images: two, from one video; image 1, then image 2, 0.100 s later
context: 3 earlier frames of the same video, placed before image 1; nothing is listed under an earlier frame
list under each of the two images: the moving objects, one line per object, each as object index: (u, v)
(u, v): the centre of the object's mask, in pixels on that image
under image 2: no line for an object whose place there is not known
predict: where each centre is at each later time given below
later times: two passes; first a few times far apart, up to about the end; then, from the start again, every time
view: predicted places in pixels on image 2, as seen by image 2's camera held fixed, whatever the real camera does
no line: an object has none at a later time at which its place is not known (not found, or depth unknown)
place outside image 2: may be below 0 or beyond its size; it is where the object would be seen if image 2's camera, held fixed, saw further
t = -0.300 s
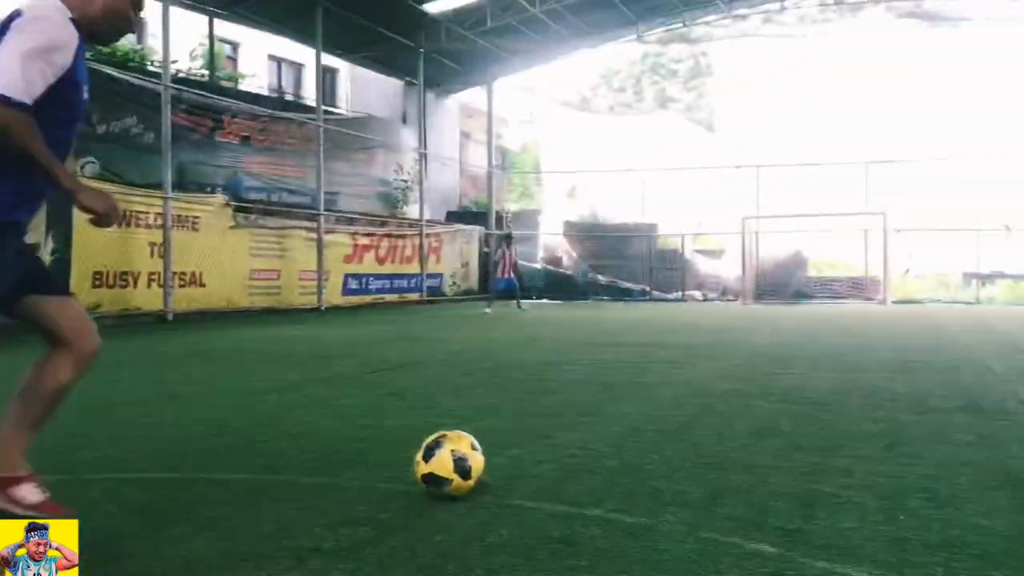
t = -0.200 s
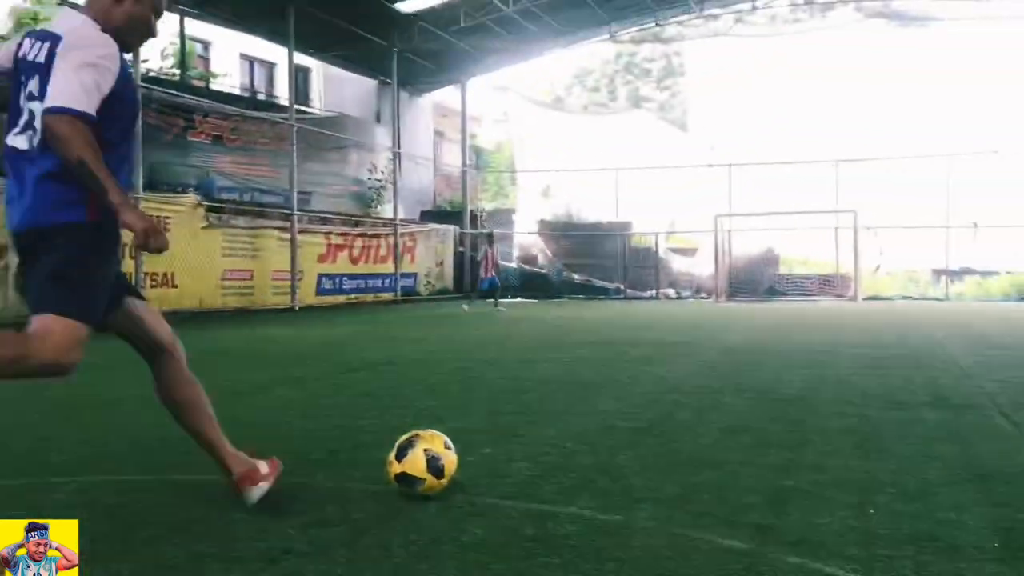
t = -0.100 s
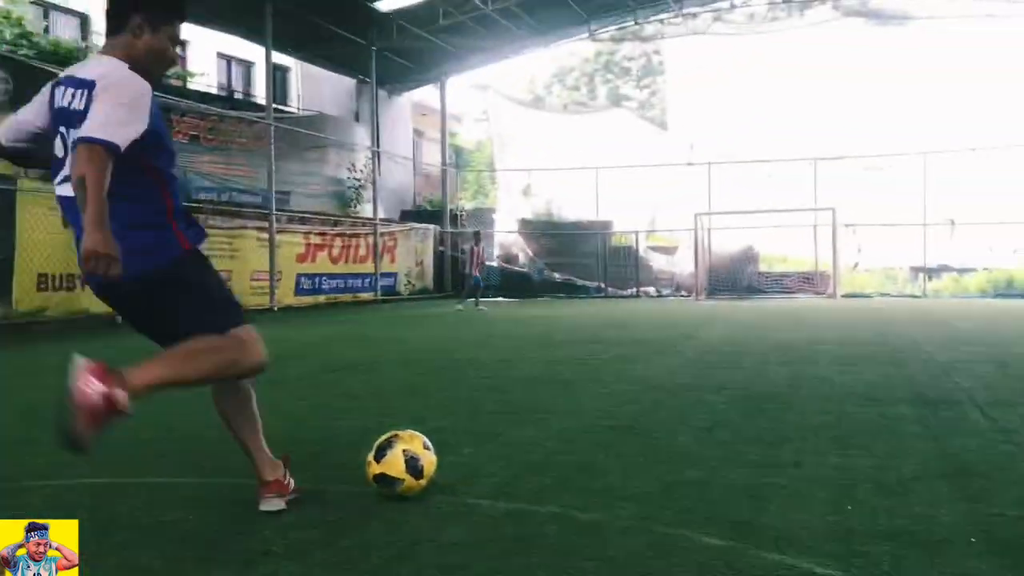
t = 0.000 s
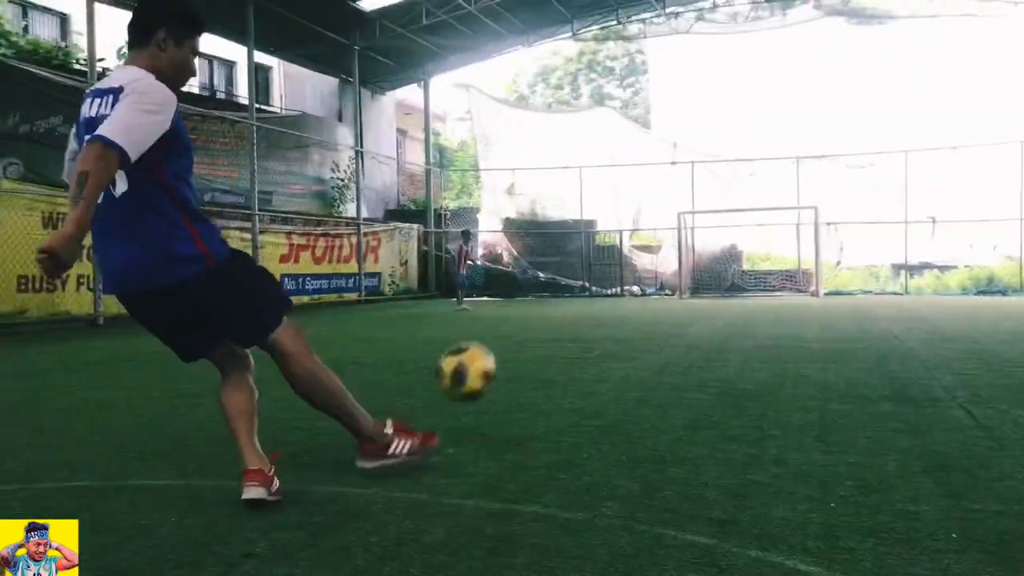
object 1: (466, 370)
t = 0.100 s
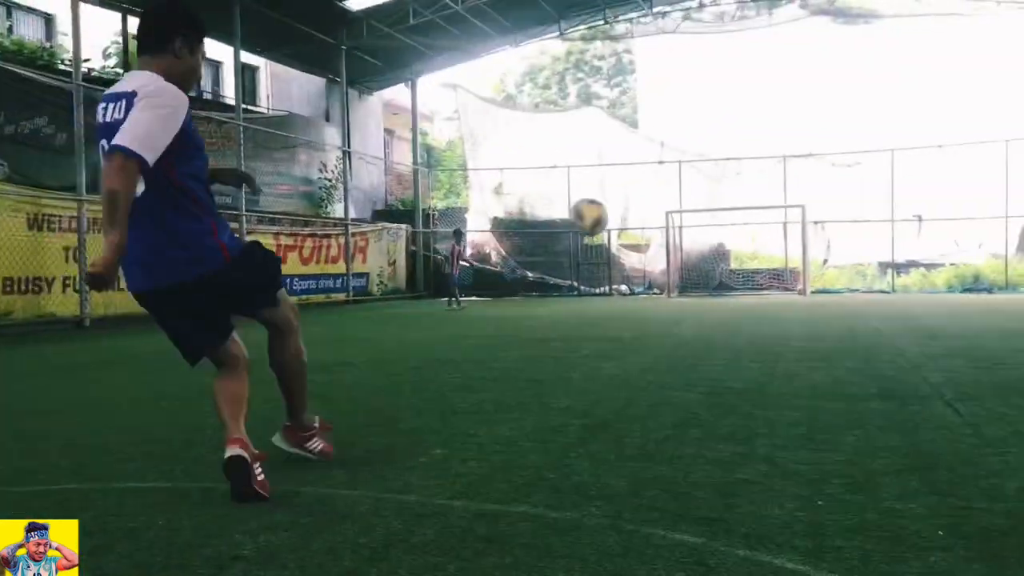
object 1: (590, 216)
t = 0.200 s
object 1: (655, 148)
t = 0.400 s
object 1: (720, 100)
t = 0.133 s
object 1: (615, 188)
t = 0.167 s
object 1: (637, 165)
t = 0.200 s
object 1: (655, 148)
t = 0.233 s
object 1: (670, 134)
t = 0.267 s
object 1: (683, 123)
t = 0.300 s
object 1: (695, 115)
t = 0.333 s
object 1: (704, 108)
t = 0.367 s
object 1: (713, 104)
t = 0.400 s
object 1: (720, 100)
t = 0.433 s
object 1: (727, 99)
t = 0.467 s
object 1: (732, 98)
